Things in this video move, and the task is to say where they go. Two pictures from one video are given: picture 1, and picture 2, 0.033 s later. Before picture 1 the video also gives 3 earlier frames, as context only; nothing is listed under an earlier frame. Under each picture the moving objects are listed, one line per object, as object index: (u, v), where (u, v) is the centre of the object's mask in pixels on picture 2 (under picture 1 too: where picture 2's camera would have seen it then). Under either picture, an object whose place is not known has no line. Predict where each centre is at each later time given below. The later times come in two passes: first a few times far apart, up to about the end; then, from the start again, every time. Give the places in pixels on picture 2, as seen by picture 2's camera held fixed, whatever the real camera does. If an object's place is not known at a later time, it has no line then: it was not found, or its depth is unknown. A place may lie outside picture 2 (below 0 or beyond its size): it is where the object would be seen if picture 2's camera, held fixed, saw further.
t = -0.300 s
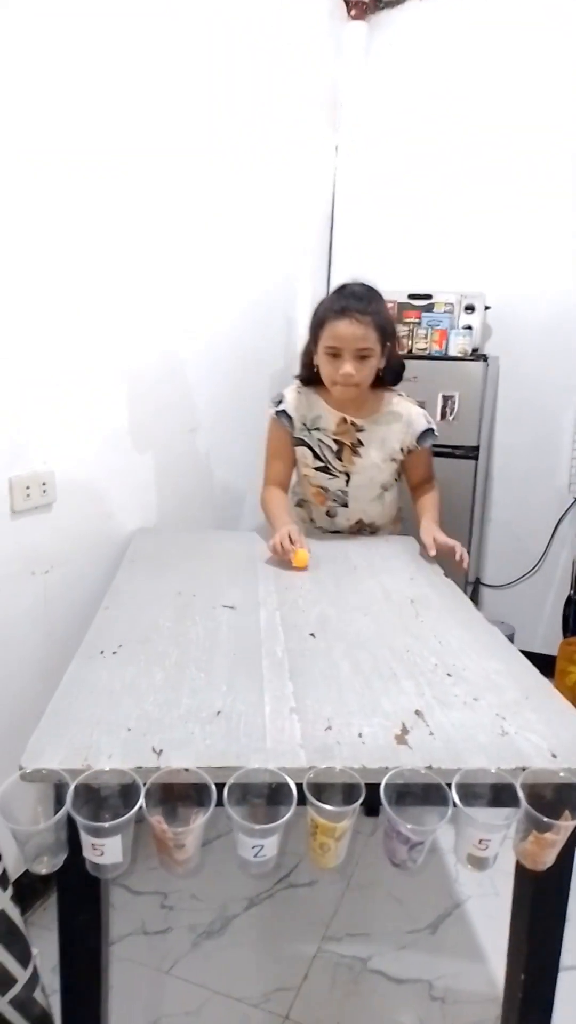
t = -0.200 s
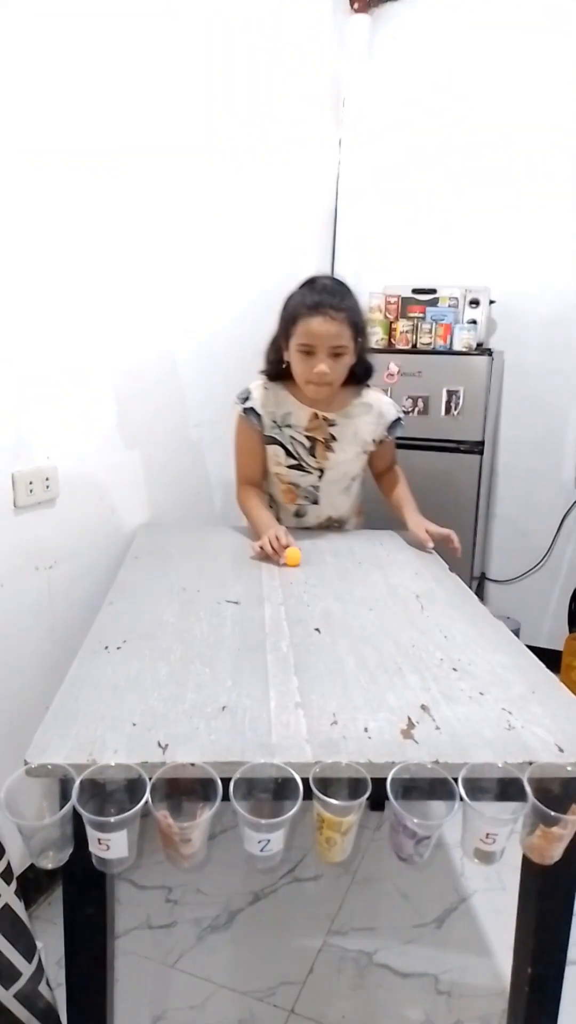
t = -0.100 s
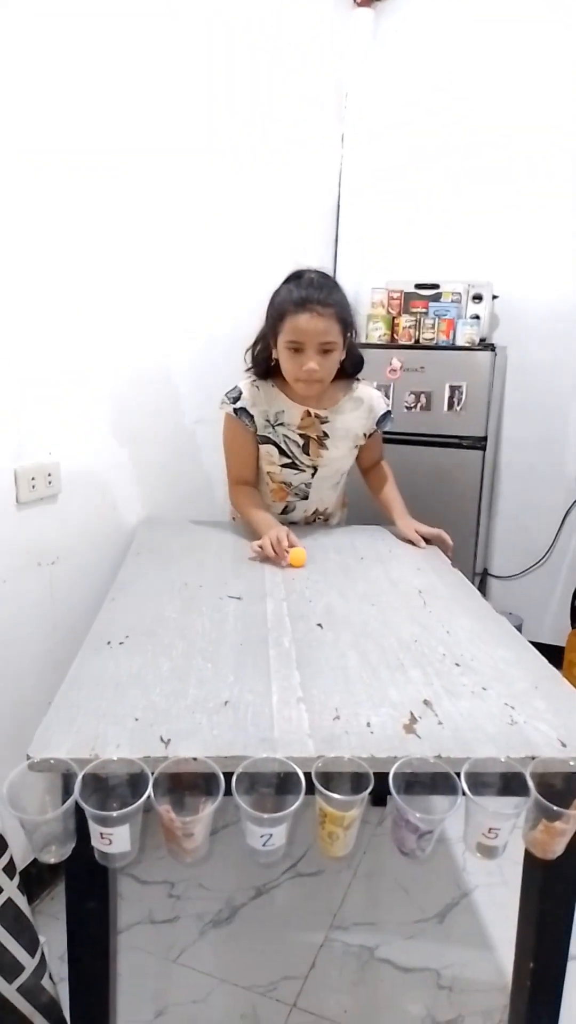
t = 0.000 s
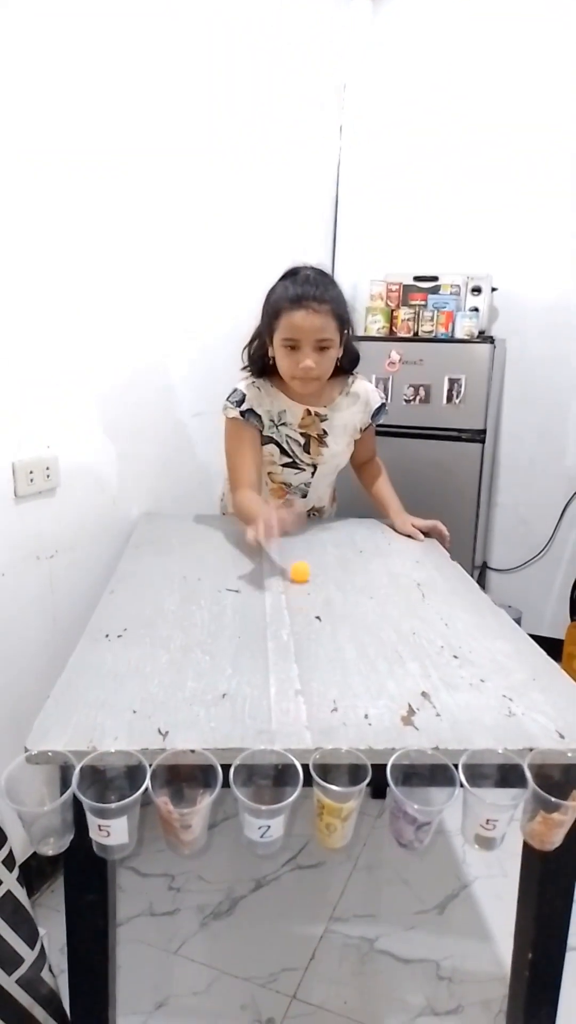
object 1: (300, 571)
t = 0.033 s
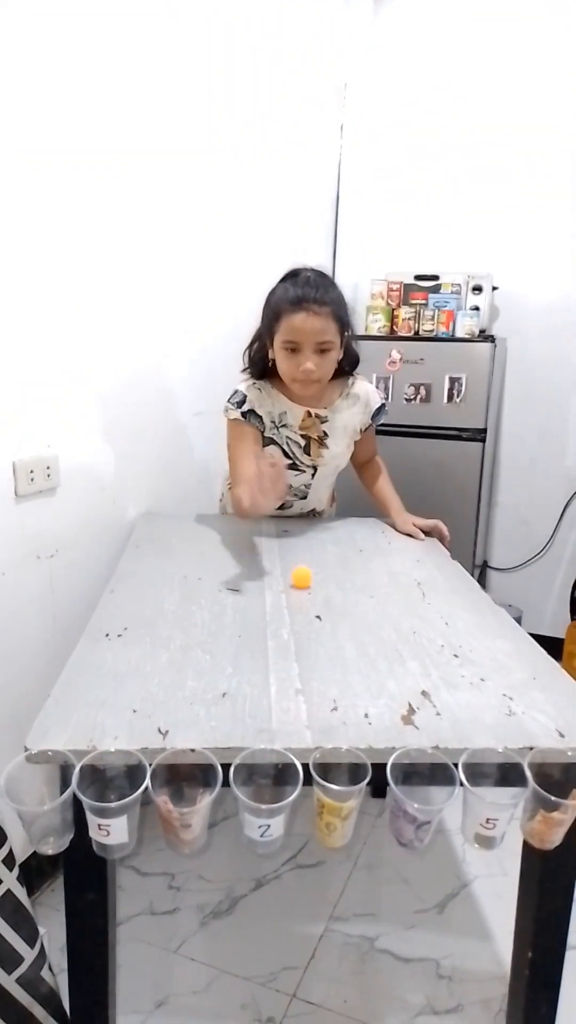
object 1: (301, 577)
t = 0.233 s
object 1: (309, 617)
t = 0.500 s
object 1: (307, 669)
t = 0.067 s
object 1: (302, 584)
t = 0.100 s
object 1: (304, 591)
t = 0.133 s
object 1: (306, 597)
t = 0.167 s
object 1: (306, 604)
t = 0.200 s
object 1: (308, 611)
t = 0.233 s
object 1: (309, 617)
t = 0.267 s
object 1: (311, 624)
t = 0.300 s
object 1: (311, 627)
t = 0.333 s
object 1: (312, 635)
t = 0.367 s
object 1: (313, 642)
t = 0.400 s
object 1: (312, 649)
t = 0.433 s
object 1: (310, 656)
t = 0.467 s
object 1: (309, 662)
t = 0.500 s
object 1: (307, 669)
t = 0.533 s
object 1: (305, 676)
